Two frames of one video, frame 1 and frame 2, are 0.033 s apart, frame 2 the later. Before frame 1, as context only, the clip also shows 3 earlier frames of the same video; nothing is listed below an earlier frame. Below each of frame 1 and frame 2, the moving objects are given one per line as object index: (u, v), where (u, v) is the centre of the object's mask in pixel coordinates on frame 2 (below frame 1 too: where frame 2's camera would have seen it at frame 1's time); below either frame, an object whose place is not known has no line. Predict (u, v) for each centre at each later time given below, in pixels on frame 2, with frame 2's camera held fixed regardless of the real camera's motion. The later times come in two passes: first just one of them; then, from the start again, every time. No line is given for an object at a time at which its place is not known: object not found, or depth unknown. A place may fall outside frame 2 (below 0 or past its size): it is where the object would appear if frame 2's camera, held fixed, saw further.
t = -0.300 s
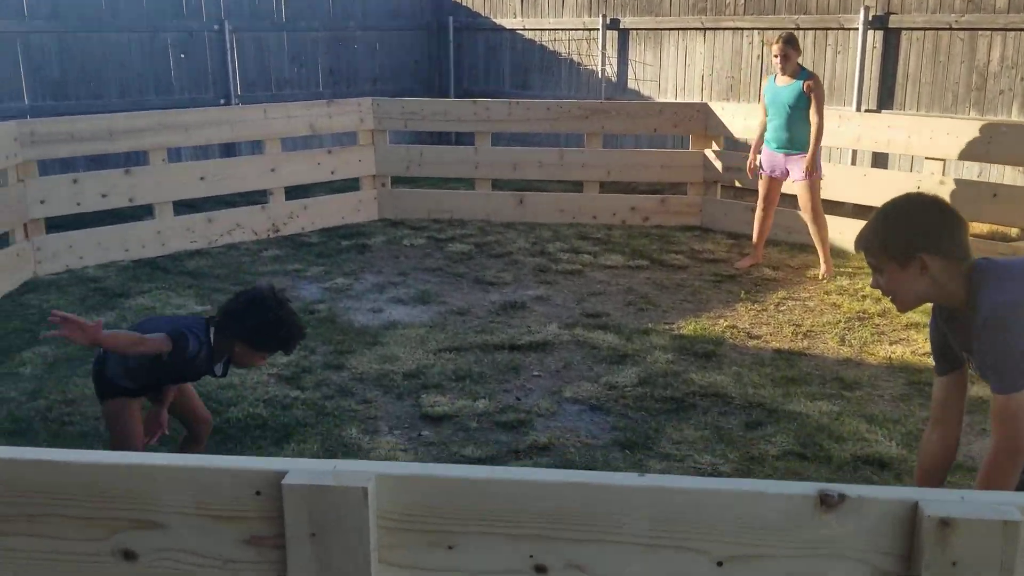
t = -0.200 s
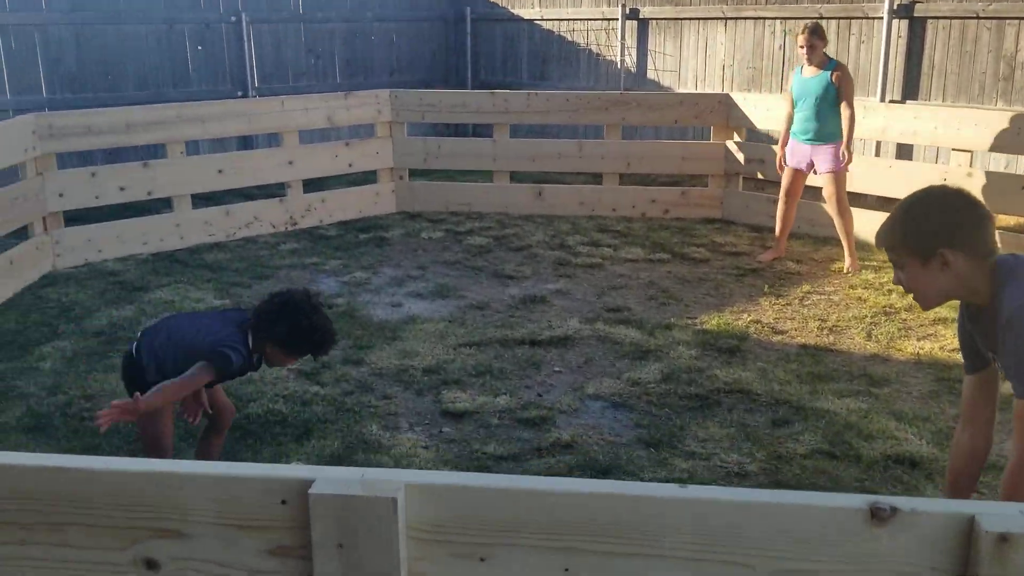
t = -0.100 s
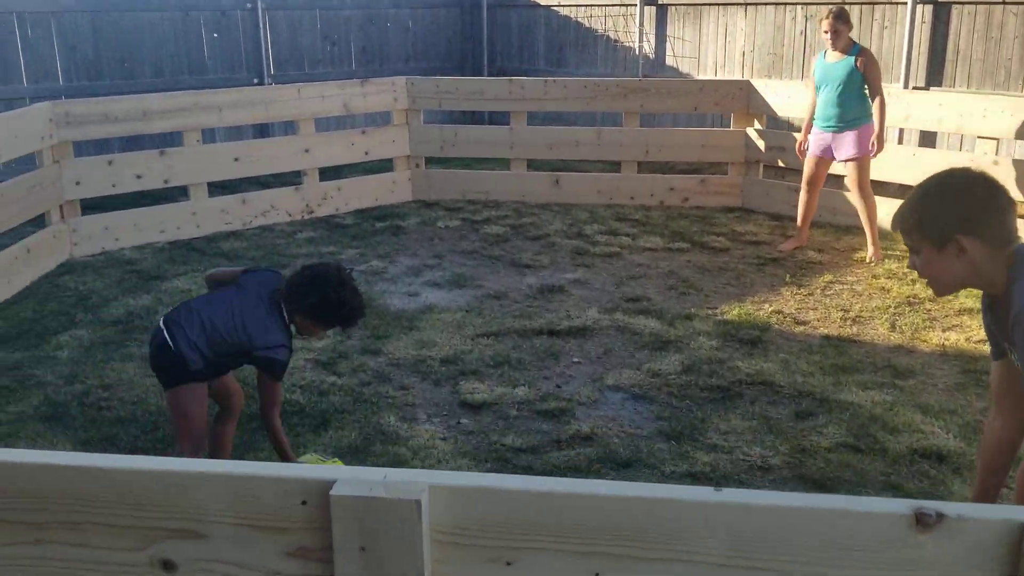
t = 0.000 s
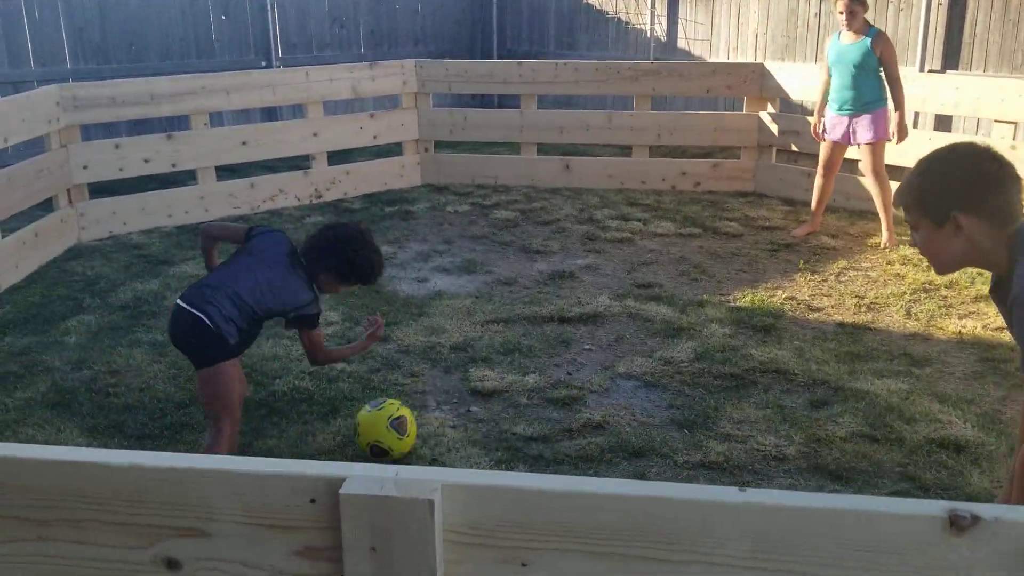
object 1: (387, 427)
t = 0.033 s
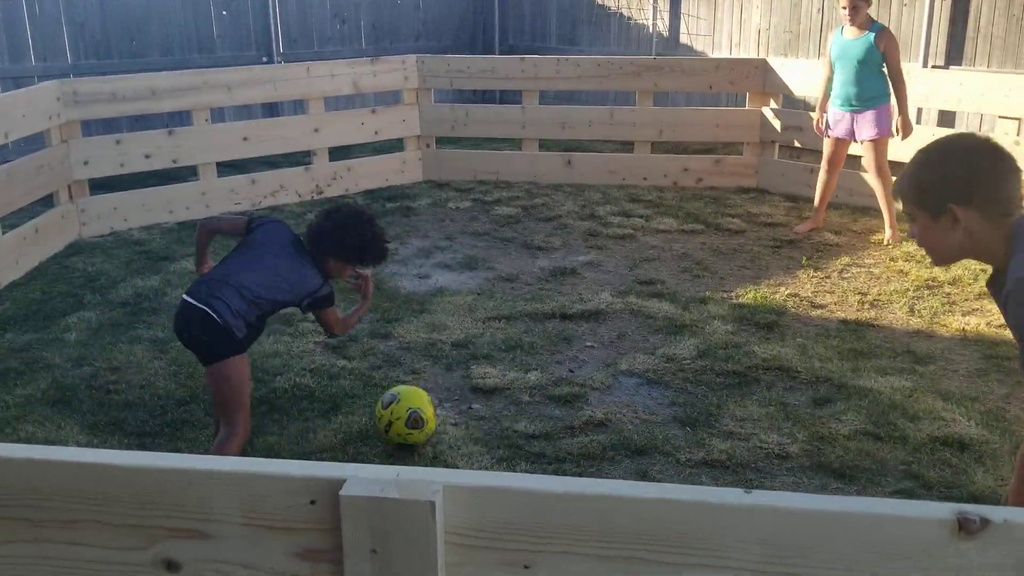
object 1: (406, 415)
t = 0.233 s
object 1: (504, 366)
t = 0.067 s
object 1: (425, 407)
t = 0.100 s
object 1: (443, 398)
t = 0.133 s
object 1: (460, 390)
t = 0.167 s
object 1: (477, 384)
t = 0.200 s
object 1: (492, 376)
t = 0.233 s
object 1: (504, 366)
